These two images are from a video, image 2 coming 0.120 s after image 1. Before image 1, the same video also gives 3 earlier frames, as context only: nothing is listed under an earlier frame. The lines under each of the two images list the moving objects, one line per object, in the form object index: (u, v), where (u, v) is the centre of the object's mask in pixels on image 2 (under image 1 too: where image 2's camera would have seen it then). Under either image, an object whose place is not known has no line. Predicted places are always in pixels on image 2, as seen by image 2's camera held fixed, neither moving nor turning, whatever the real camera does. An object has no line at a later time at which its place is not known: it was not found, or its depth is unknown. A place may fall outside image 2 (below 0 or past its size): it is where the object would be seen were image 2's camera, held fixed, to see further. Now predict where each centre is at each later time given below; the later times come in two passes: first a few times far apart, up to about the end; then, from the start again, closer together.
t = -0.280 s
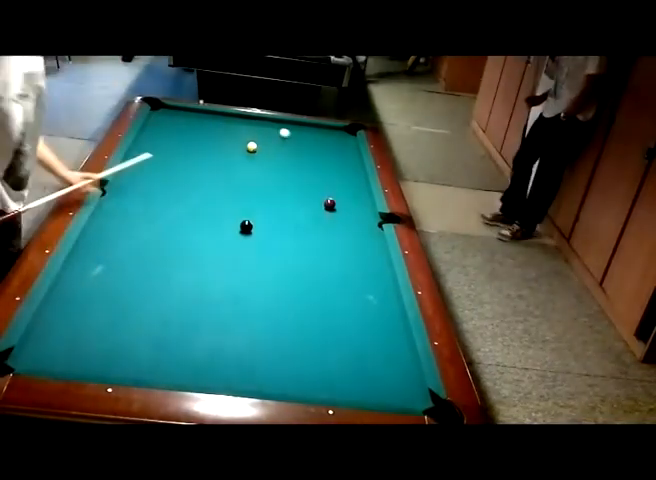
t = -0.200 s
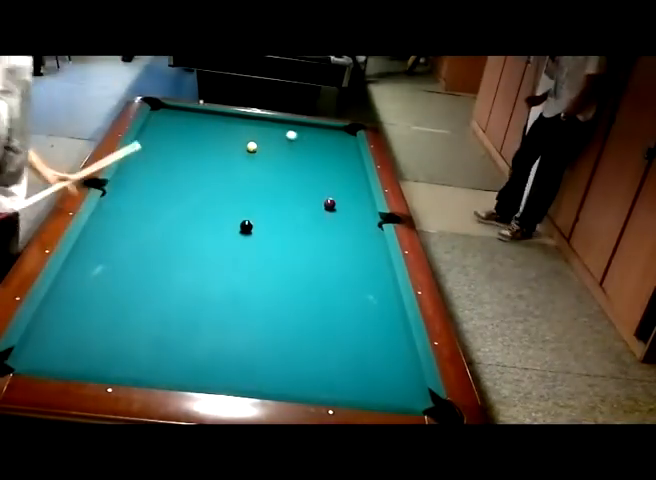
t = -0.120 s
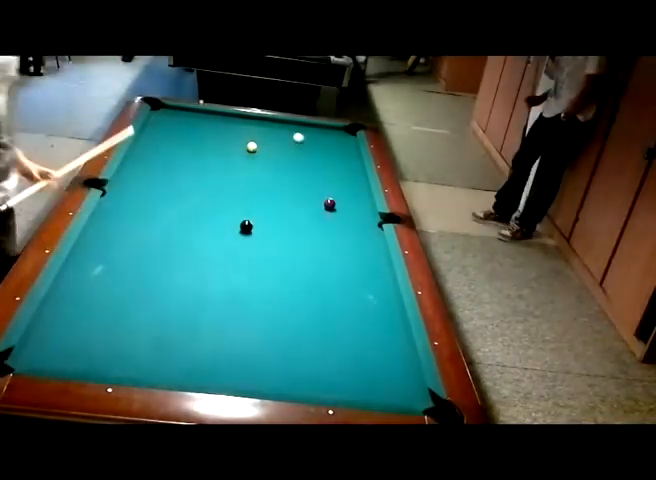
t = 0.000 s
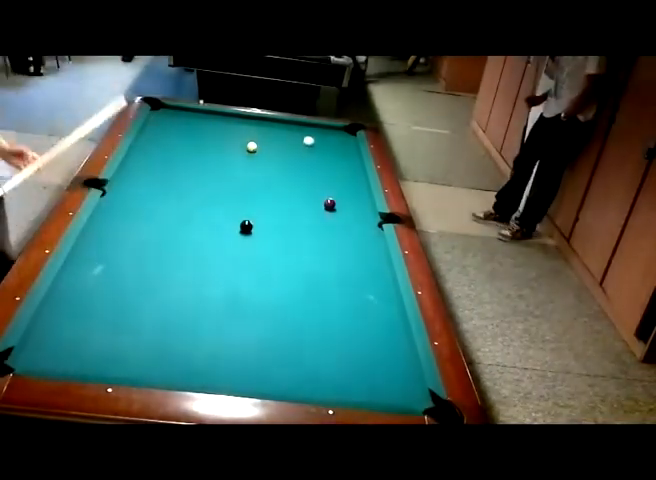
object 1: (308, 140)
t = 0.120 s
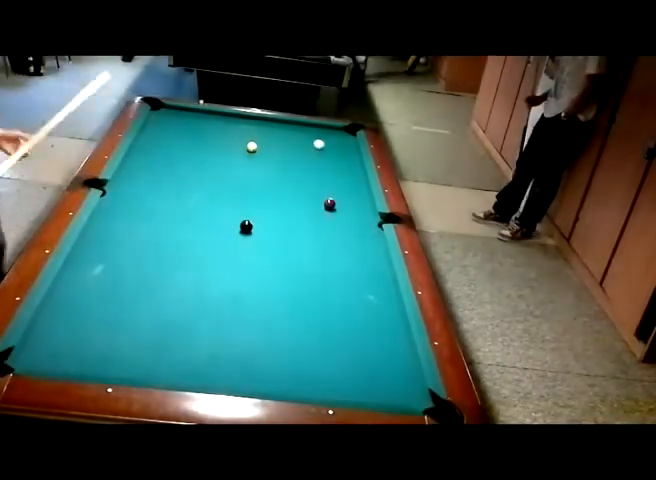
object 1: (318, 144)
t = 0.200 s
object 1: (325, 146)
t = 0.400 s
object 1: (342, 152)
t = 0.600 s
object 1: (357, 157)
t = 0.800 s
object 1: (348, 159)
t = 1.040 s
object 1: (338, 161)
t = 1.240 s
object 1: (329, 163)
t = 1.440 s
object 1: (321, 165)
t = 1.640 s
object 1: (314, 166)
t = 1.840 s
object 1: (306, 168)
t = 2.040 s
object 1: (299, 169)
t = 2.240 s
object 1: (292, 170)
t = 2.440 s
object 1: (286, 171)
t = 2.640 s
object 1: (280, 173)
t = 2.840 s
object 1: (275, 174)
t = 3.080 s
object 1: (269, 175)
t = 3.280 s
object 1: (265, 176)
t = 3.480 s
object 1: (261, 177)
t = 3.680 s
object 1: (258, 177)
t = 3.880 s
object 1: (256, 178)
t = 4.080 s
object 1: (253, 178)
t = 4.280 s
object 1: (252, 178)
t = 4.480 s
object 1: (252, 179)
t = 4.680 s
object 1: (252, 179)
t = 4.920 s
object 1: (252, 179)
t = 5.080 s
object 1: (252, 179)
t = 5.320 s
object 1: (252, 179)
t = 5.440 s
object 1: (252, 179)
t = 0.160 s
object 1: (322, 145)
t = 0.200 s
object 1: (325, 146)
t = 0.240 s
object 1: (329, 147)
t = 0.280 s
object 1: (332, 149)
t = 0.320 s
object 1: (335, 150)
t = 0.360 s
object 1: (339, 151)
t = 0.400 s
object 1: (342, 152)
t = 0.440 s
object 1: (345, 153)
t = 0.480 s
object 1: (349, 154)
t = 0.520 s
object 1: (352, 155)
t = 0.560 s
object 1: (355, 157)
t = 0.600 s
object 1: (357, 157)
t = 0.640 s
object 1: (355, 158)
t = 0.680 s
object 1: (353, 158)
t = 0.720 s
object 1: (351, 158)
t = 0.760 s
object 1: (350, 159)
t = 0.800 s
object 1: (348, 159)
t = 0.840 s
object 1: (346, 160)
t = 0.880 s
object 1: (345, 160)
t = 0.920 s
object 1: (343, 160)
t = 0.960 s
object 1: (341, 161)
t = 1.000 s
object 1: (340, 161)
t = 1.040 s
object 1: (338, 161)
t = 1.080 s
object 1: (336, 161)
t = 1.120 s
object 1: (334, 162)
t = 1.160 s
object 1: (333, 163)
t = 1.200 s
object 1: (331, 163)
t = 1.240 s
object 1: (329, 163)
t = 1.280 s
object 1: (328, 163)
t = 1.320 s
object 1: (326, 164)
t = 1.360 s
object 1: (325, 164)
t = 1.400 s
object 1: (323, 164)
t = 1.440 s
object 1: (321, 165)
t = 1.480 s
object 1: (320, 165)
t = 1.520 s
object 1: (318, 165)
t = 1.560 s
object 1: (317, 166)
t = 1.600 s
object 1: (315, 166)
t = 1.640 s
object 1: (314, 166)
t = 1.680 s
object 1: (312, 166)
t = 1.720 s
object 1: (311, 167)
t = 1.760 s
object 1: (309, 167)
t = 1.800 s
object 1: (308, 167)
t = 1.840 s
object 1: (306, 168)
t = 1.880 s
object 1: (305, 168)
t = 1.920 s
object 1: (303, 168)
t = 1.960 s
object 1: (302, 168)
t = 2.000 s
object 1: (300, 169)
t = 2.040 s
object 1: (299, 169)
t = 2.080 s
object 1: (298, 169)
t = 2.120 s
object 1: (296, 169)
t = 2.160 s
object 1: (295, 170)
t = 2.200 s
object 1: (294, 170)
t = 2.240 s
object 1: (292, 170)
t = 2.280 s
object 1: (291, 171)
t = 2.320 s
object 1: (290, 171)
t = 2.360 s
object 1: (289, 171)
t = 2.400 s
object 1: (287, 171)
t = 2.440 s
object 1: (286, 171)
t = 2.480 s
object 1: (285, 172)
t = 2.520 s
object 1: (284, 172)
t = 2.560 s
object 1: (282, 172)
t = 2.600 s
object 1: (281, 173)
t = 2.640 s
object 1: (280, 173)
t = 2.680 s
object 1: (279, 173)
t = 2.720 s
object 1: (278, 173)
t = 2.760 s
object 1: (277, 174)
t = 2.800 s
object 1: (276, 174)
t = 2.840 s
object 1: (275, 174)
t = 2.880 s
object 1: (274, 174)
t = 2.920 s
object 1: (273, 174)
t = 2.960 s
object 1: (272, 175)
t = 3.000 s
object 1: (271, 175)
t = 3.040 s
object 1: (270, 175)
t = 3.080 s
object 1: (269, 175)
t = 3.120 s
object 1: (268, 175)
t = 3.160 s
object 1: (267, 175)
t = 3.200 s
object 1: (267, 176)
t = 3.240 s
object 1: (266, 176)
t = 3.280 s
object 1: (265, 176)
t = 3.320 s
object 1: (264, 176)
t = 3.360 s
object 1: (263, 176)
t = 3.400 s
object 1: (263, 176)
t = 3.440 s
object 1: (262, 177)
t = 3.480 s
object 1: (261, 177)
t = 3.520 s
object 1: (260, 177)
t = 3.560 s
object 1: (260, 177)
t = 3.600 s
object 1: (259, 177)
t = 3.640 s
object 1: (259, 177)
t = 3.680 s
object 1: (258, 177)
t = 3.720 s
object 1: (257, 177)
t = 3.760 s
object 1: (257, 178)
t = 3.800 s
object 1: (256, 178)
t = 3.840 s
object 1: (256, 178)
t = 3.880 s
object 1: (256, 178)
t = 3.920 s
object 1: (255, 178)
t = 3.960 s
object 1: (255, 178)
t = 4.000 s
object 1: (254, 178)
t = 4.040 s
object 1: (254, 178)
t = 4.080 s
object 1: (253, 178)
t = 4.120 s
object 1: (253, 178)
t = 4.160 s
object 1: (253, 178)
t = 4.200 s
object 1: (253, 178)
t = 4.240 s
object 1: (253, 179)
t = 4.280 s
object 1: (252, 178)
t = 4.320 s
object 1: (252, 179)
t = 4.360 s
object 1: (252, 179)
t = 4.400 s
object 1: (252, 178)
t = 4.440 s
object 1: (252, 179)
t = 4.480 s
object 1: (252, 179)
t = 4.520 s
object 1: (252, 179)
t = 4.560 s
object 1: (252, 179)
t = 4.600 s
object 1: (252, 179)
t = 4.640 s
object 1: (252, 179)
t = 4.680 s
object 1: (252, 179)
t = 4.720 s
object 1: (252, 179)
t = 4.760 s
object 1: (252, 179)
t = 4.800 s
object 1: (252, 179)
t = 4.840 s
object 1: (252, 179)
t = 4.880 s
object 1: (252, 179)
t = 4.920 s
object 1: (252, 179)
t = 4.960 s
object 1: (252, 179)
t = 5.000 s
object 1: (252, 179)
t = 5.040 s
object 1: (252, 179)
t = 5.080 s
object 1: (252, 179)
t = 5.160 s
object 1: (251, 179)
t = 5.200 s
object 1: (252, 179)
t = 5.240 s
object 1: (252, 179)
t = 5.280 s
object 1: (252, 179)
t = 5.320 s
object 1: (252, 179)
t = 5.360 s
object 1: (252, 179)
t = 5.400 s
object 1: (252, 179)
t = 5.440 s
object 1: (252, 179)
